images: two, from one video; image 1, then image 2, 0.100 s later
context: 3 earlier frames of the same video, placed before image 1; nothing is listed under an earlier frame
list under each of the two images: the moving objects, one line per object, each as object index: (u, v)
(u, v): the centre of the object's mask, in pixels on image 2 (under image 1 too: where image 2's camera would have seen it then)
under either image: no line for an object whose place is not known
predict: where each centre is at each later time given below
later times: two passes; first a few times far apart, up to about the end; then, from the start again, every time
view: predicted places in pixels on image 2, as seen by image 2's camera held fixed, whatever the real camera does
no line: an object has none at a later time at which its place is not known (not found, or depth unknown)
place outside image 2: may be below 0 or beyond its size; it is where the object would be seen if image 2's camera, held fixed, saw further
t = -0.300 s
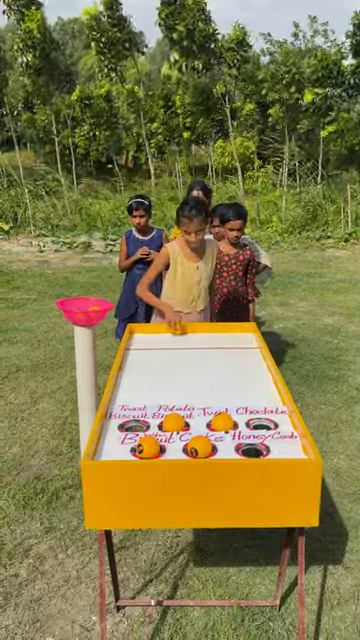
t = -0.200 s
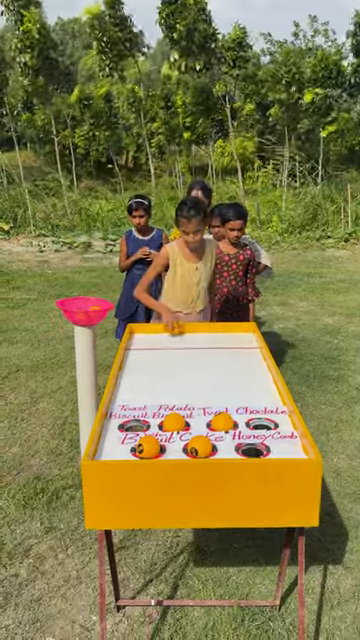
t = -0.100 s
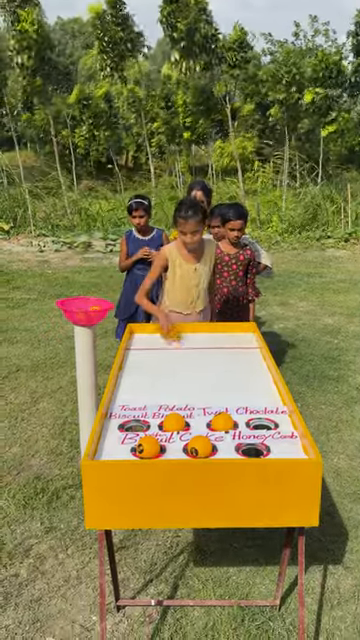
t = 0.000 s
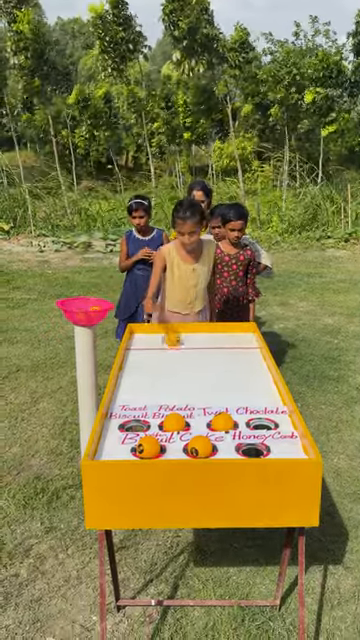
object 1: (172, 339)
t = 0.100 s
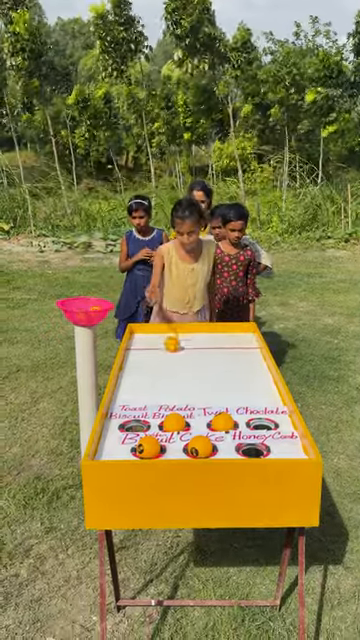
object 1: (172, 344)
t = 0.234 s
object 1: (170, 351)
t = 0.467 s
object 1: (166, 363)
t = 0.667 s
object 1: (161, 372)
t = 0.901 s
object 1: (156, 383)
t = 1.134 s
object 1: (152, 390)
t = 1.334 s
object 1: (147, 396)
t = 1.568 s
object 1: (143, 401)
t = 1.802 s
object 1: (141, 402)
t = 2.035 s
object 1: (139, 402)
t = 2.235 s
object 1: (139, 400)
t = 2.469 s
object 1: (140, 396)
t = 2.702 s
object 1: (141, 389)
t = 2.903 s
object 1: (141, 383)
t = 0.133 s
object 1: (171, 346)
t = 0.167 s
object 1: (170, 348)
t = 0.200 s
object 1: (171, 350)
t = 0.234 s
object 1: (170, 351)
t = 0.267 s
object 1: (169, 353)
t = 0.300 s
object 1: (169, 355)
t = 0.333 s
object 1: (168, 356)
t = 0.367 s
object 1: (167, 358)
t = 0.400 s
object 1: (167, 360)
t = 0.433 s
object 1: (167, 361)
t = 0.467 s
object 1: (166, 363)
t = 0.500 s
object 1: (165, 365)
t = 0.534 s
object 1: (164, 366)
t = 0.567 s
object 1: (163, 368)
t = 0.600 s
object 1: (163, 369)
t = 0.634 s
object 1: (162, 371)
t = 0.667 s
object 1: (161, 372)
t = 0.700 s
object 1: (161, 374)
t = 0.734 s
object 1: (160, 376)
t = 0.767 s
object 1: (160, 377)
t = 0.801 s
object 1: (158, 378)
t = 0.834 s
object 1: (158, 380)
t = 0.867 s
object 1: (157, 381)
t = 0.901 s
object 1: (156, 383)
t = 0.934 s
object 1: (156, 384)
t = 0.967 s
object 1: (155, 385)
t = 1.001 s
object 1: (154, 386)
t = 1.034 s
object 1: (153, 387)
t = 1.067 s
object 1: (153, 389)
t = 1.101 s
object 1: (152, 390)
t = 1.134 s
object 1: (152, 390)
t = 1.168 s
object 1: (150, 392)
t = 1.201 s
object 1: (149, 393)
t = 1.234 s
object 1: (149, 394)
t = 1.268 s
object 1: (148, 394)
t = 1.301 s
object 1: (148, 395)
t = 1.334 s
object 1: (147, 396)
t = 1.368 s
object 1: (146, 397)
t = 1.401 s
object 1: (146, 398)
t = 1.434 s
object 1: (146, 398)
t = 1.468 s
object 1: (145, 399)
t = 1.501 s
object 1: (144, 400)
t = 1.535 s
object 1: (144, 400)
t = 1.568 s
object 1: (143, 401)
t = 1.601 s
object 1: (143, 401)
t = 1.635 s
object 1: (142, 402)
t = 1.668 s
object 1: (142, 402)
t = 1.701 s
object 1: (142, 402)
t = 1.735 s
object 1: (142, 402)
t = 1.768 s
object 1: (141, 402)
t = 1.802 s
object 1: (141, 402)
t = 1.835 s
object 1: (141, 402)
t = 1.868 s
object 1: (140, 402)
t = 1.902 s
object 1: (140, 402)
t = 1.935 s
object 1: (140, 403)
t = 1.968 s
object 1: (140, 402)
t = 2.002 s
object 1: (140, 402)
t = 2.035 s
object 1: (139, 402)
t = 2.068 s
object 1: (139, 401)
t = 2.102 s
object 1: (139, 401)
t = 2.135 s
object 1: (139, 401)
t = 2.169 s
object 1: (139, 401)
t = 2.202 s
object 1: (139, 400)
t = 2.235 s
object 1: (139, 400)
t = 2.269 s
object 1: (139, 400)
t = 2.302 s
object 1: (139, 399)
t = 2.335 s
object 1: (140, 399)
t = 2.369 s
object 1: (139, 399)
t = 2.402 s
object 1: (139, 398)
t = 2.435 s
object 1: (140, 397)
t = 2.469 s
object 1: (140, 396)
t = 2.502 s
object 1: (140, 395)
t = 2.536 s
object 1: (141, 394)
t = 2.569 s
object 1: (141, 393)
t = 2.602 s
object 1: (141, 392)
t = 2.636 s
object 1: (141, 392)
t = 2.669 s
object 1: (141, 390)
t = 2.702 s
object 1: (141, 389)
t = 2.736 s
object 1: (141, 389)
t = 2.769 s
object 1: (141, 387)
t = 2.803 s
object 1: (142, 386)
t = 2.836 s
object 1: (141, 385)
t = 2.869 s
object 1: (141, 385)
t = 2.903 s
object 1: (141, 383)
